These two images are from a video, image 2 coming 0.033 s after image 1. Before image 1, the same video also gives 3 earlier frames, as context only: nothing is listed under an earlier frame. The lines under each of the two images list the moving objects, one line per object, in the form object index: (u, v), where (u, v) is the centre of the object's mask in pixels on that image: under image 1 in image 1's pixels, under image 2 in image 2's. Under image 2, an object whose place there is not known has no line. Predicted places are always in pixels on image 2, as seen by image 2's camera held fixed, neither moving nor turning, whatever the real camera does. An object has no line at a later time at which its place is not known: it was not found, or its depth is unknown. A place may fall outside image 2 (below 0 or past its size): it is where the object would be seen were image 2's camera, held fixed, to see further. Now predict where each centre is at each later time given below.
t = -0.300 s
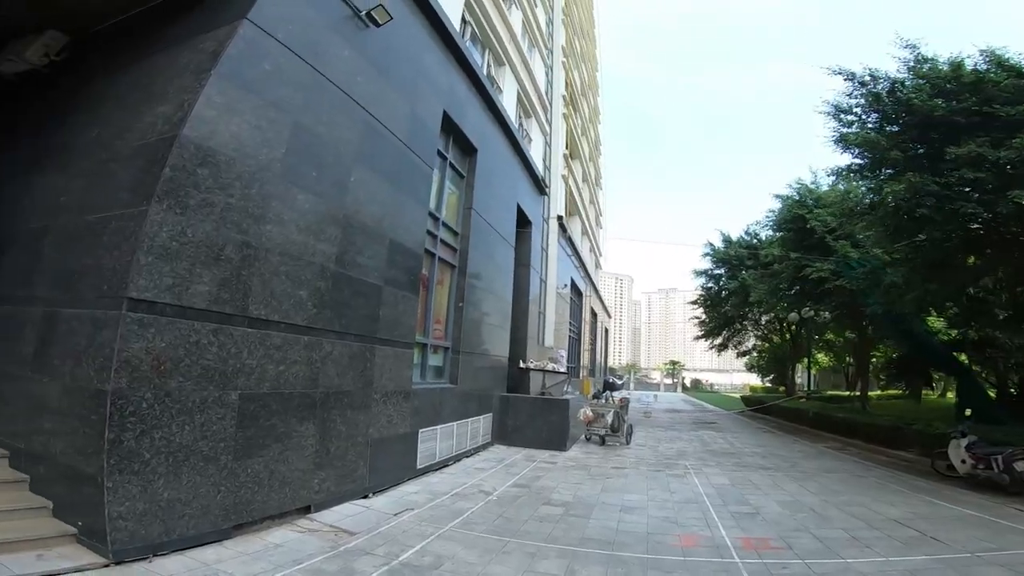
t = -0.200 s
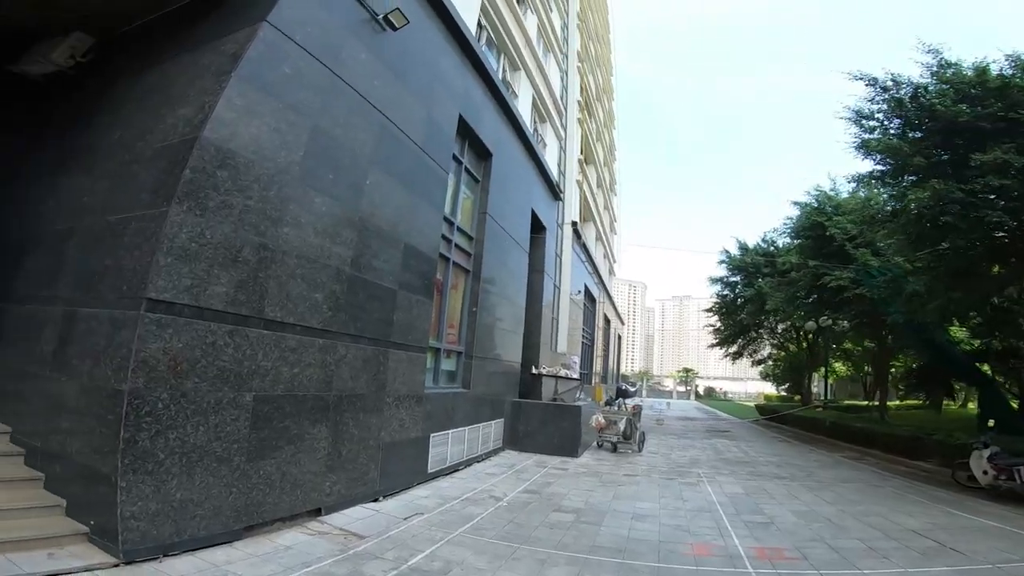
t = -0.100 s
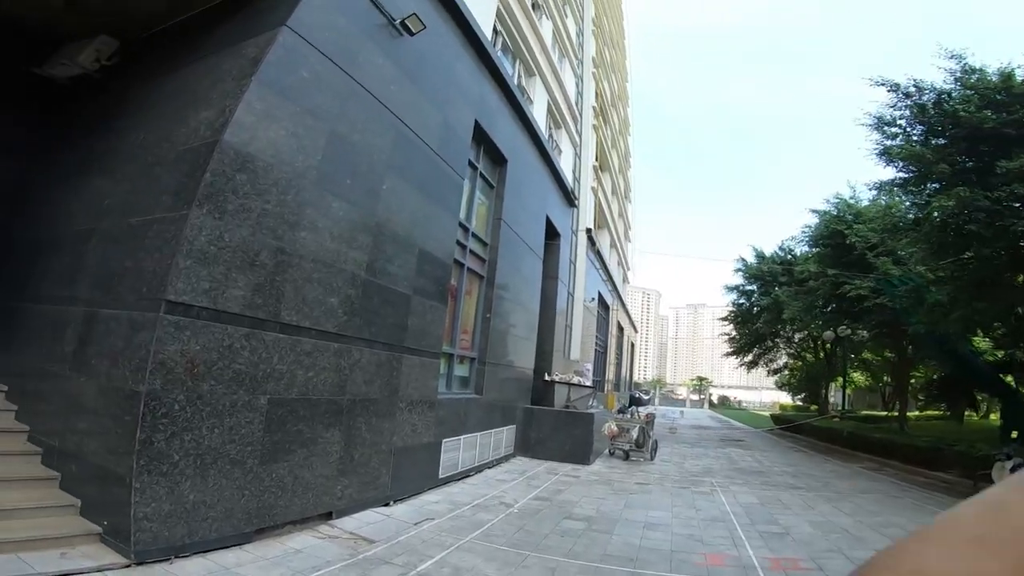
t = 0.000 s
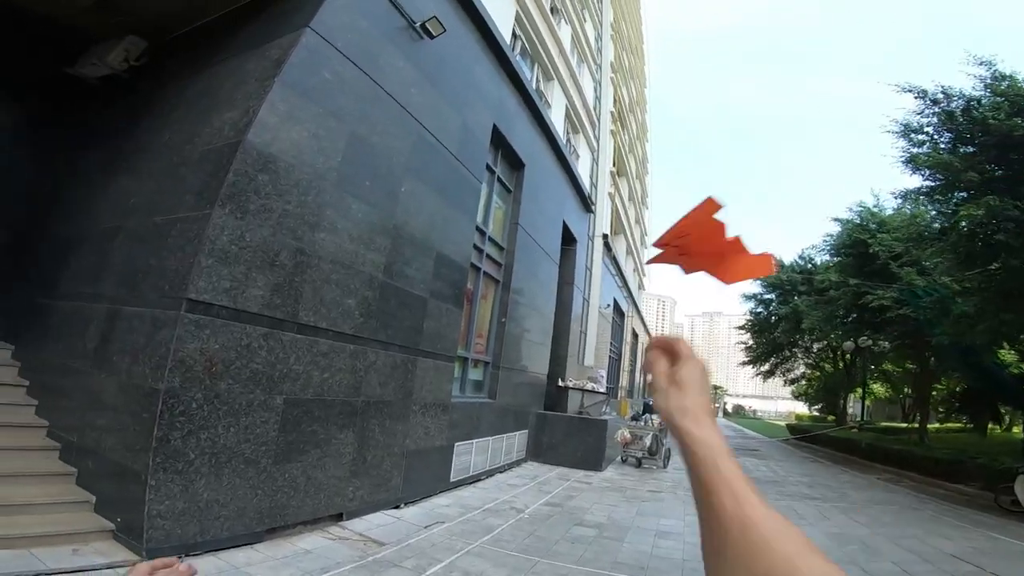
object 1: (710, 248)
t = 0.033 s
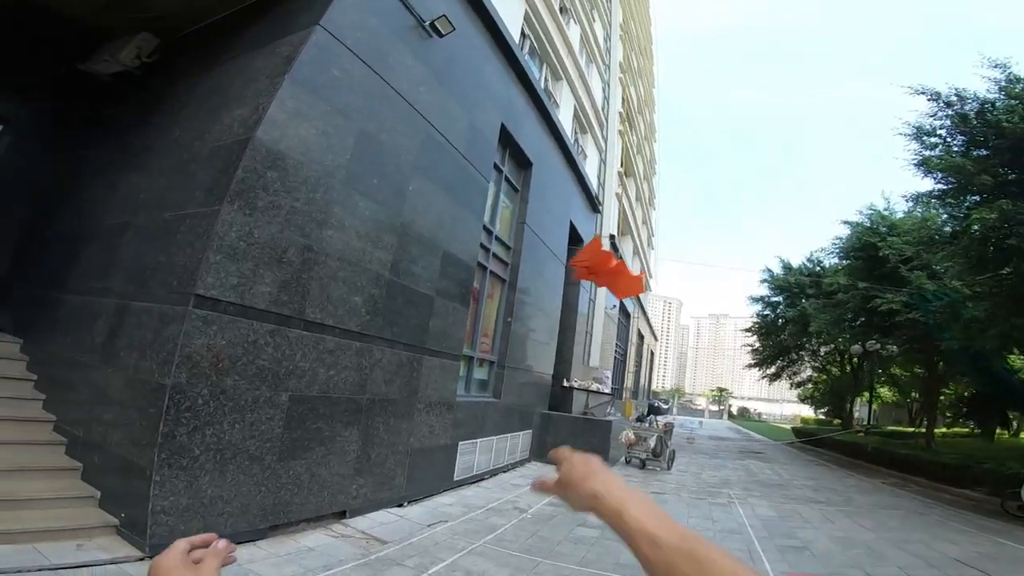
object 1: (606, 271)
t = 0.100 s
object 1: (494, 292)
